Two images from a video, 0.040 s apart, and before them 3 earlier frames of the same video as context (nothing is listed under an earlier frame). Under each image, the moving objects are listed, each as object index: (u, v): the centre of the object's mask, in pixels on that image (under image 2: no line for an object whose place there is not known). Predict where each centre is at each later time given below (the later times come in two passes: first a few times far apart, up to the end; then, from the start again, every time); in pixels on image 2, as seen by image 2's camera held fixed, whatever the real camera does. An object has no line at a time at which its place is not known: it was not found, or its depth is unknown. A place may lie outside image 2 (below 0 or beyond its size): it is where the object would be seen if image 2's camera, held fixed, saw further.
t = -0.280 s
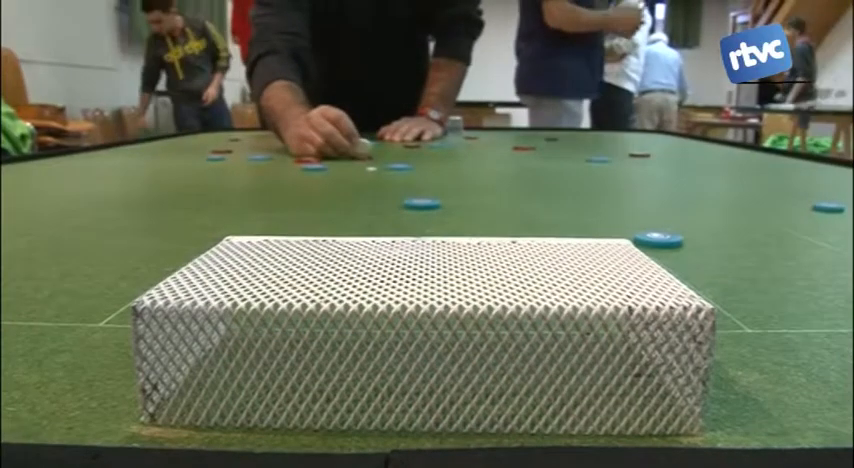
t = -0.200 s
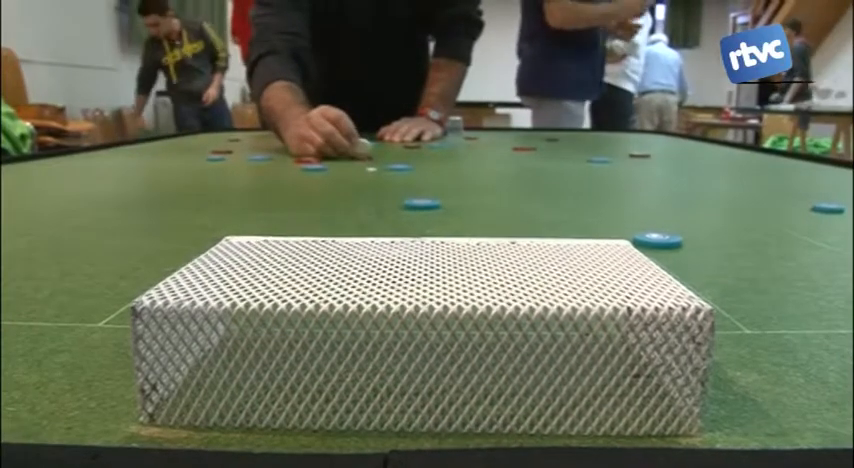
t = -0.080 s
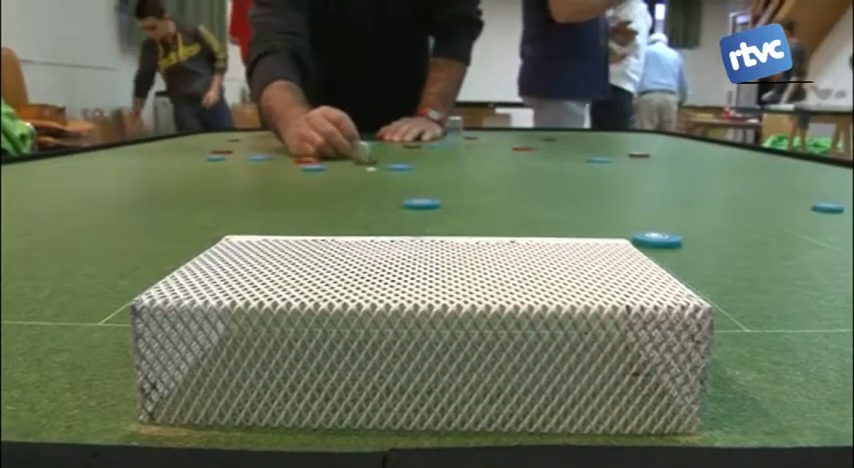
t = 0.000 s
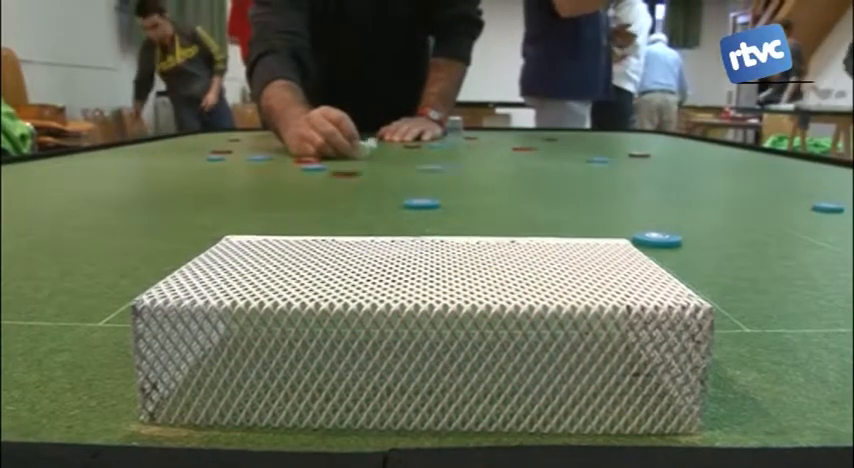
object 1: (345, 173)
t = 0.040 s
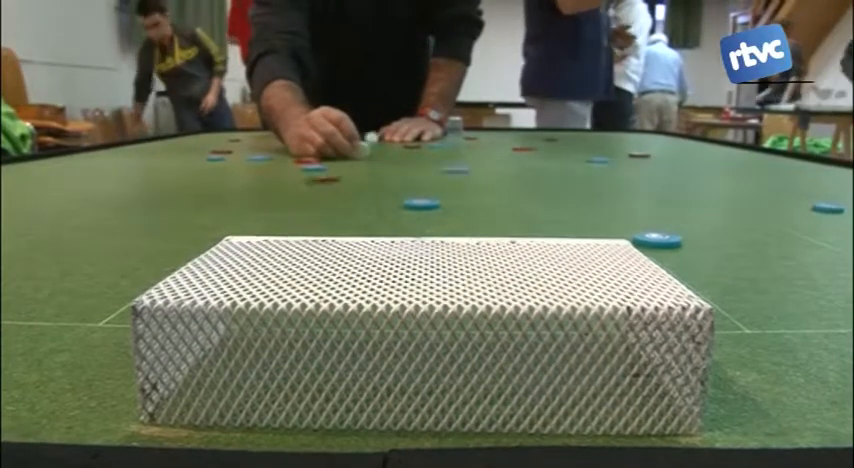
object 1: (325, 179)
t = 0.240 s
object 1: (184, 216)
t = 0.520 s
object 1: (59, 250)
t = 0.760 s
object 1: (58, 250)
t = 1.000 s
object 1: (58, 250)
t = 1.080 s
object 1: (58, 250)
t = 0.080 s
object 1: (299, 186)
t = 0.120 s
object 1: (271, 193)
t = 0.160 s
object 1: (243, 201)
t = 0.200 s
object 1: (214, 208)
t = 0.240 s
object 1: (184, 216)
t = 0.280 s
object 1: (156, 223)
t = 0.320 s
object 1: (131, 231)
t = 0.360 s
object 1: (108, 237)
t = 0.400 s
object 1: (88, 242)
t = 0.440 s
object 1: (73, 247)
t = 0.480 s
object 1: (63, 249)
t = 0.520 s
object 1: (59, 250)
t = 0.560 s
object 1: (58, 250)
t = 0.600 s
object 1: (58, 250)
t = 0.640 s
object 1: (58, 250)
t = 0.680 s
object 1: (58, 250)
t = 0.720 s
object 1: (58, 250)
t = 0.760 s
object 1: (58, 250)
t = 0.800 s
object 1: (58, 250)
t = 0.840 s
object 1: (59, 250)
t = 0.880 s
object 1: (58, 250)
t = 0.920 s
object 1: (58, 250)
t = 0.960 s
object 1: (58, 250)
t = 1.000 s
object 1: (58, 250)
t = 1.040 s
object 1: (58, 250)
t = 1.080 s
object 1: (58, 250)
